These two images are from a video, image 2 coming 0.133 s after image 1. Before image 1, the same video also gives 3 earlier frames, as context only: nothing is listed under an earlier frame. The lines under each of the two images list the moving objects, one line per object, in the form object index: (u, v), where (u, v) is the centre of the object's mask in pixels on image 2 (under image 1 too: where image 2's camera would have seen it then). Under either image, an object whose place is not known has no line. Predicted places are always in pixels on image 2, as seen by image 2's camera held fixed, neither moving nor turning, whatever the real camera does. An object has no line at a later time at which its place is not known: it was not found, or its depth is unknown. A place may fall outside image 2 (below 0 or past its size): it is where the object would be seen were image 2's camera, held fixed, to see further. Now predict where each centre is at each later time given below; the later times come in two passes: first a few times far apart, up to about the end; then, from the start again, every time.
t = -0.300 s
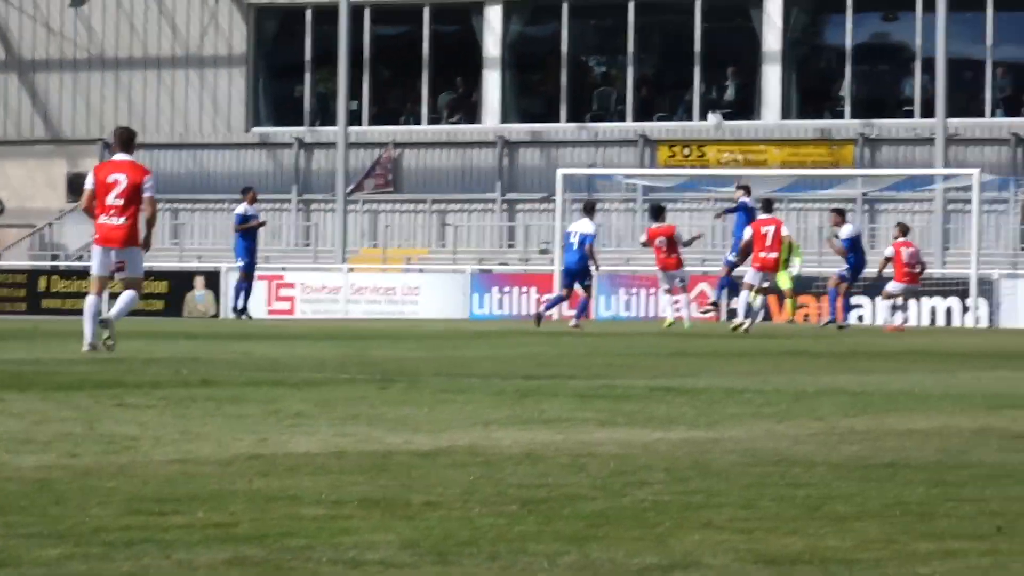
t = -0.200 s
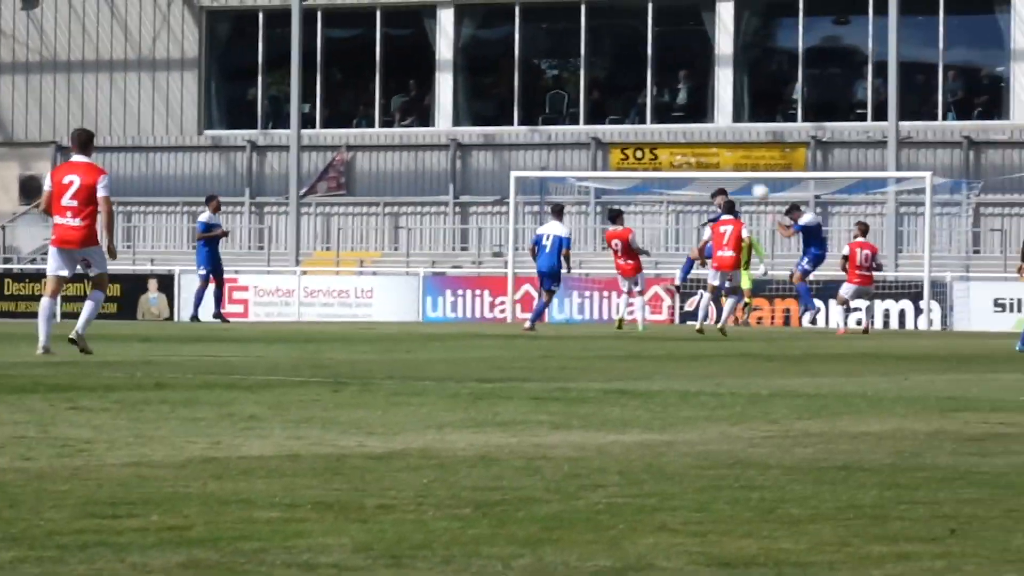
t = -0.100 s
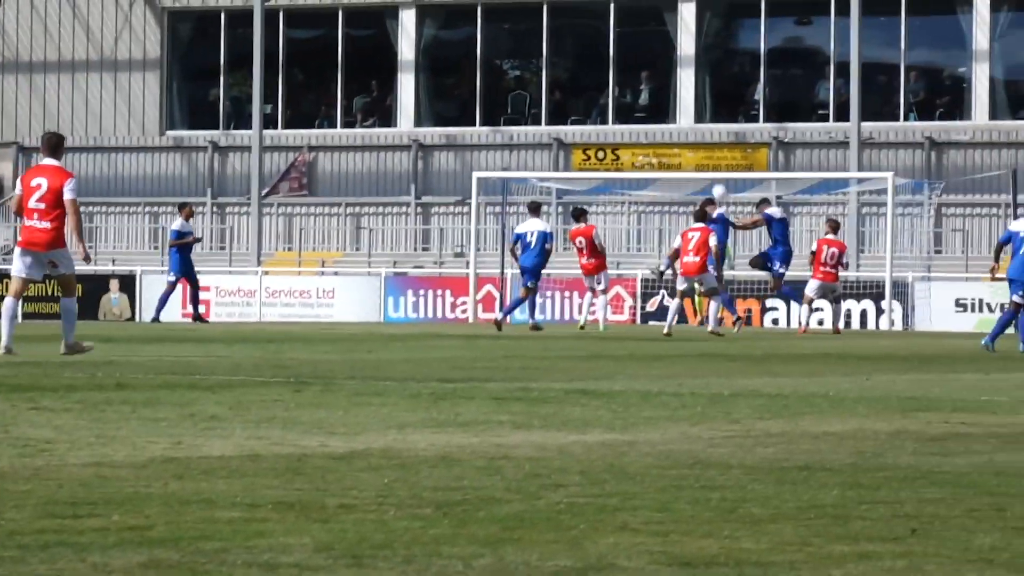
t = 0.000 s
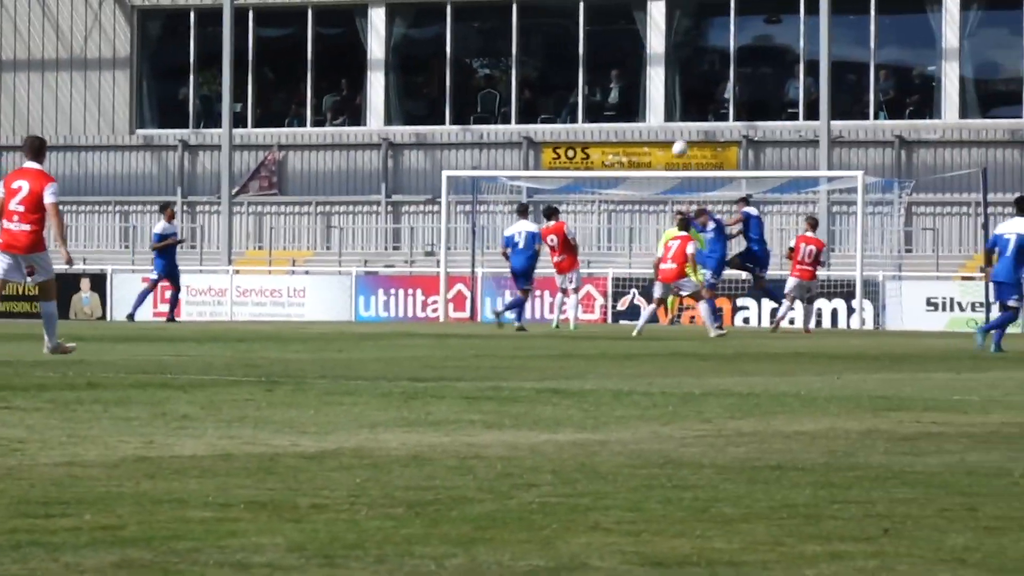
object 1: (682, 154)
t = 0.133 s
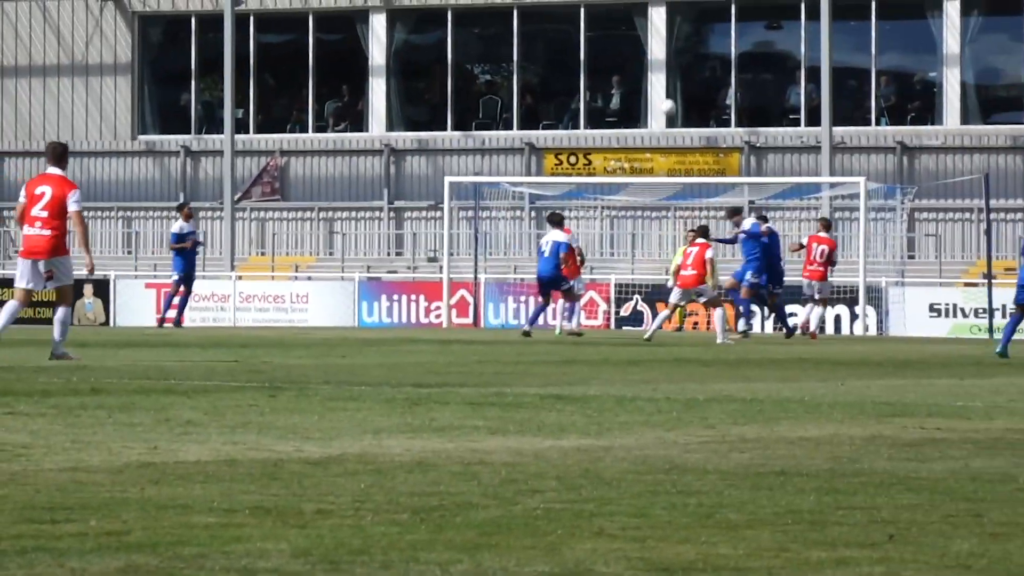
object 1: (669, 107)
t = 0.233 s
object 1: (658, 83)
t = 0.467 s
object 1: (635, 55)
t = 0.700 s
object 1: (613, 64)
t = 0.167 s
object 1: (666, 102)
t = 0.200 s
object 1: (662, 93)
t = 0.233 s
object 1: (658, 83)
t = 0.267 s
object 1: (655, 79)
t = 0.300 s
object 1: (651, 72)
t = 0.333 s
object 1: (647, 66)
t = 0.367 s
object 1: (644, 63)
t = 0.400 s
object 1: (641, 60)
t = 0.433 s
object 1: (637, 56)
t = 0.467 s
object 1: (635, 55)
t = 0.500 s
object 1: (631, 54)
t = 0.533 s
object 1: (627, 54)
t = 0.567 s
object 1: (625, 54)
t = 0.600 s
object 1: (622, 56)
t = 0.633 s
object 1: (618, 58)
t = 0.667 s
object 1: (616, 60)
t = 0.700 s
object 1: (613, 64)
